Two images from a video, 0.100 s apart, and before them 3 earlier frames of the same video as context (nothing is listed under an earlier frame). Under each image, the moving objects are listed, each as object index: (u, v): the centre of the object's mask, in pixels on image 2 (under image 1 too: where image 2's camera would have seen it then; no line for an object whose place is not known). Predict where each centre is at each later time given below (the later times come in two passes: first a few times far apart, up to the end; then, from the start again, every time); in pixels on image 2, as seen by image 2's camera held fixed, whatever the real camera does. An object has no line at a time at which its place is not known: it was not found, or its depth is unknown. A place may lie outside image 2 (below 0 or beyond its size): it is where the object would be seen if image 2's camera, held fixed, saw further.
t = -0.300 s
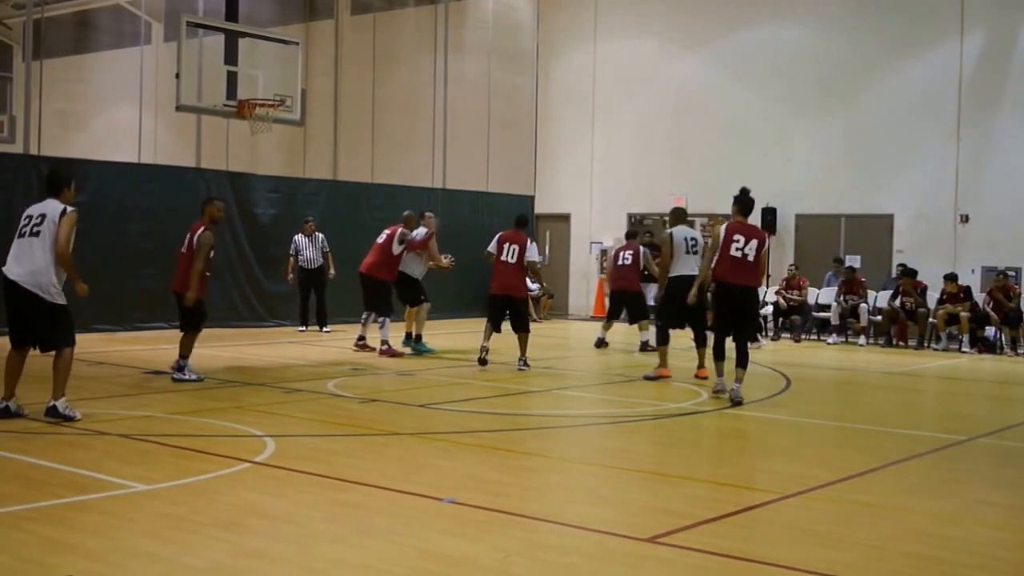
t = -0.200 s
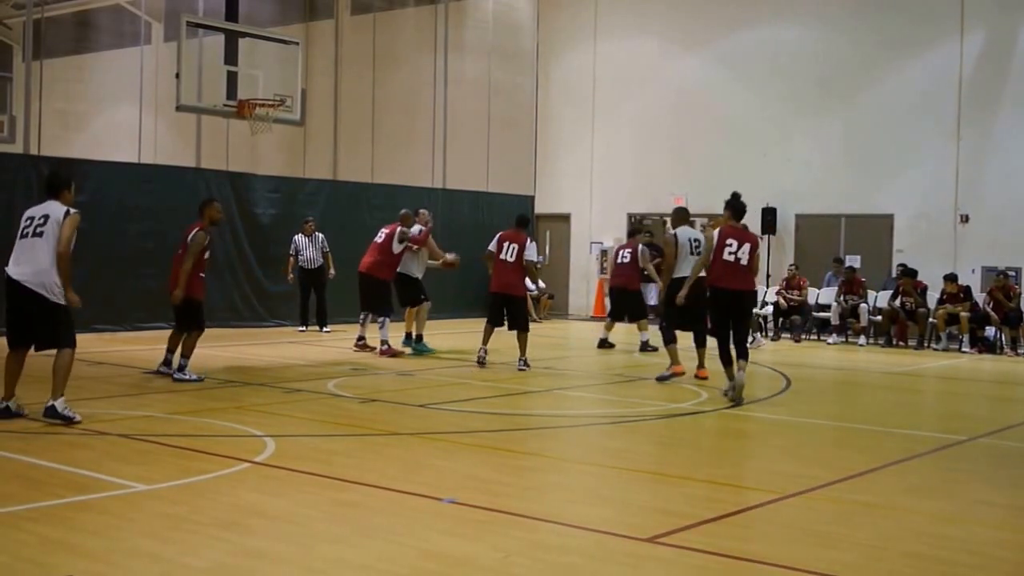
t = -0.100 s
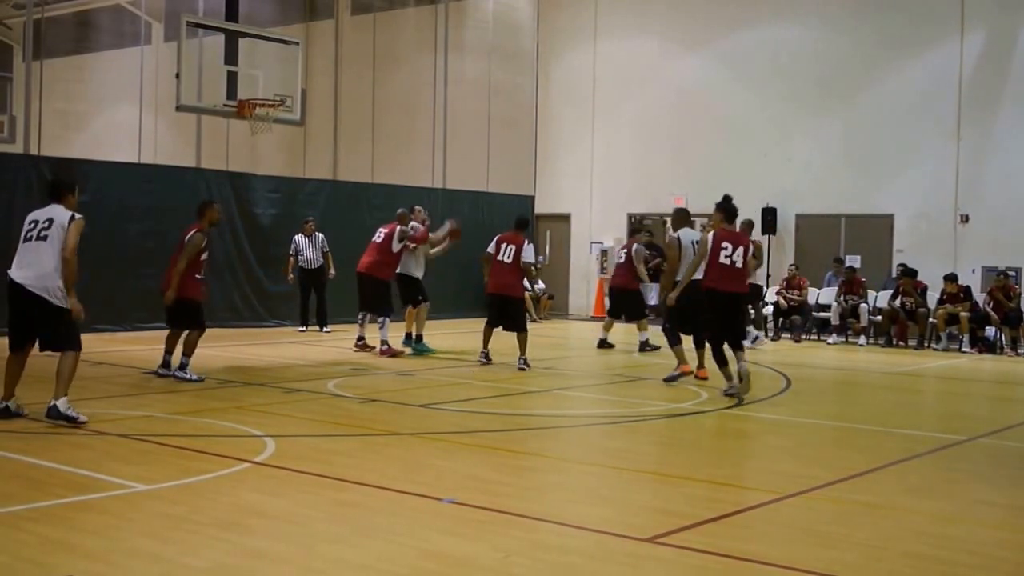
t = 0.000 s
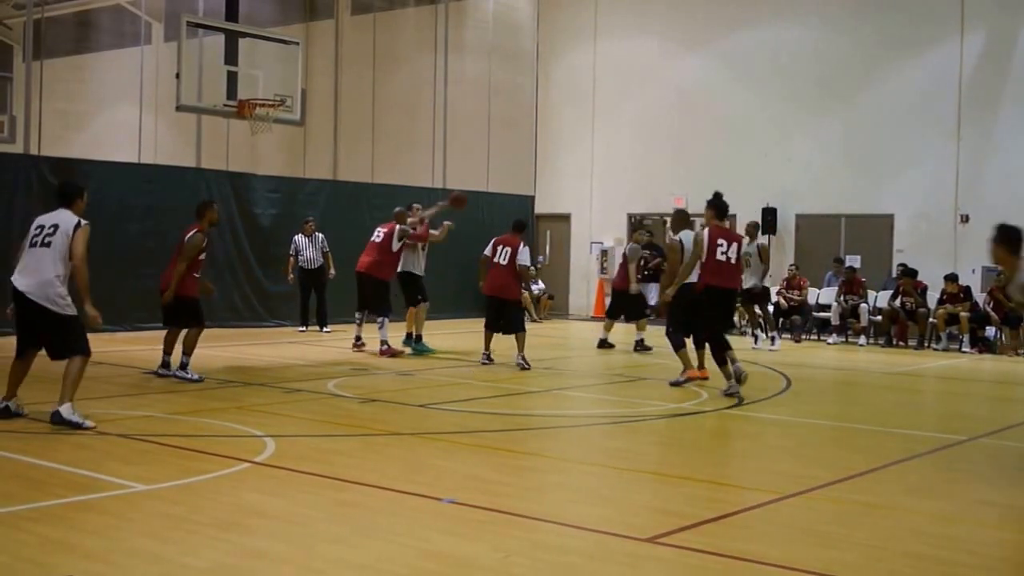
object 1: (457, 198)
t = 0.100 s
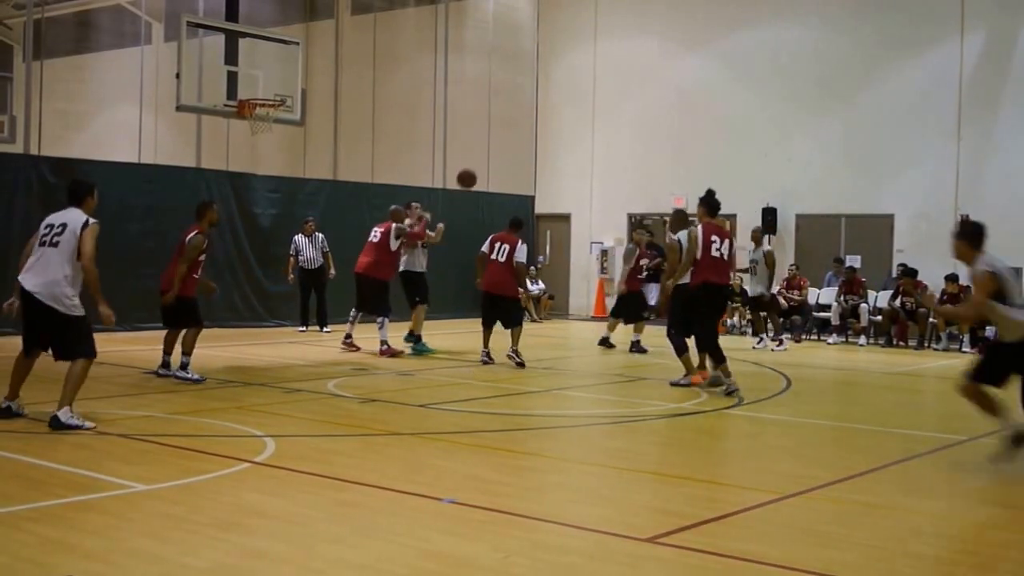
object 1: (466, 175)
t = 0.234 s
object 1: (477, 160)
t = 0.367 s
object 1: (490, 155)
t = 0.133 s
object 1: (468, 170)
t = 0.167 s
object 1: (471, 167)
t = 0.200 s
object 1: (474, 163)
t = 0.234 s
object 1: (477, 160)
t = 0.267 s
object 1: (480, 157)
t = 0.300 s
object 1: (484, 156)
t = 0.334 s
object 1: (487, 155)
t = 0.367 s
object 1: (490, 155)
